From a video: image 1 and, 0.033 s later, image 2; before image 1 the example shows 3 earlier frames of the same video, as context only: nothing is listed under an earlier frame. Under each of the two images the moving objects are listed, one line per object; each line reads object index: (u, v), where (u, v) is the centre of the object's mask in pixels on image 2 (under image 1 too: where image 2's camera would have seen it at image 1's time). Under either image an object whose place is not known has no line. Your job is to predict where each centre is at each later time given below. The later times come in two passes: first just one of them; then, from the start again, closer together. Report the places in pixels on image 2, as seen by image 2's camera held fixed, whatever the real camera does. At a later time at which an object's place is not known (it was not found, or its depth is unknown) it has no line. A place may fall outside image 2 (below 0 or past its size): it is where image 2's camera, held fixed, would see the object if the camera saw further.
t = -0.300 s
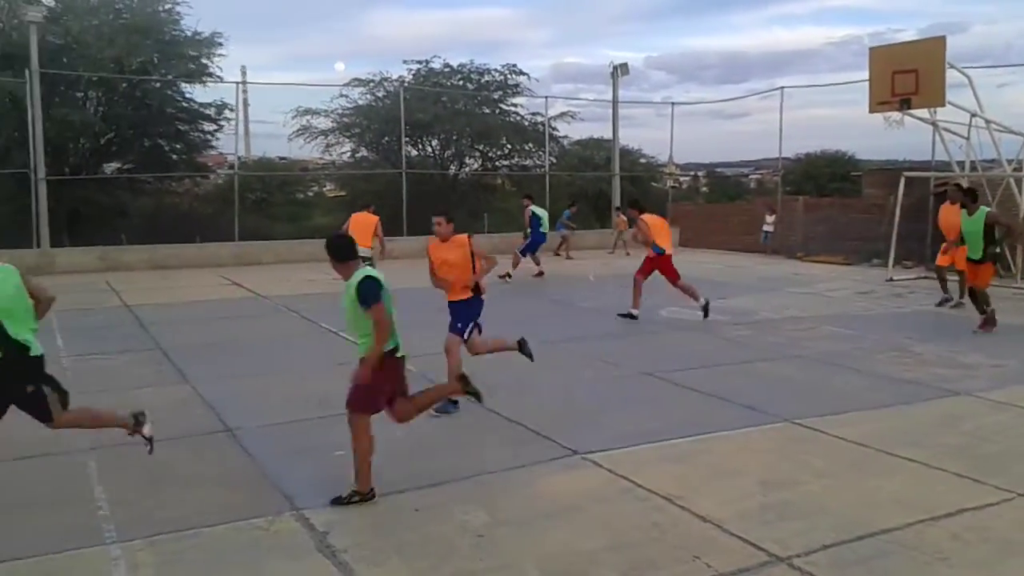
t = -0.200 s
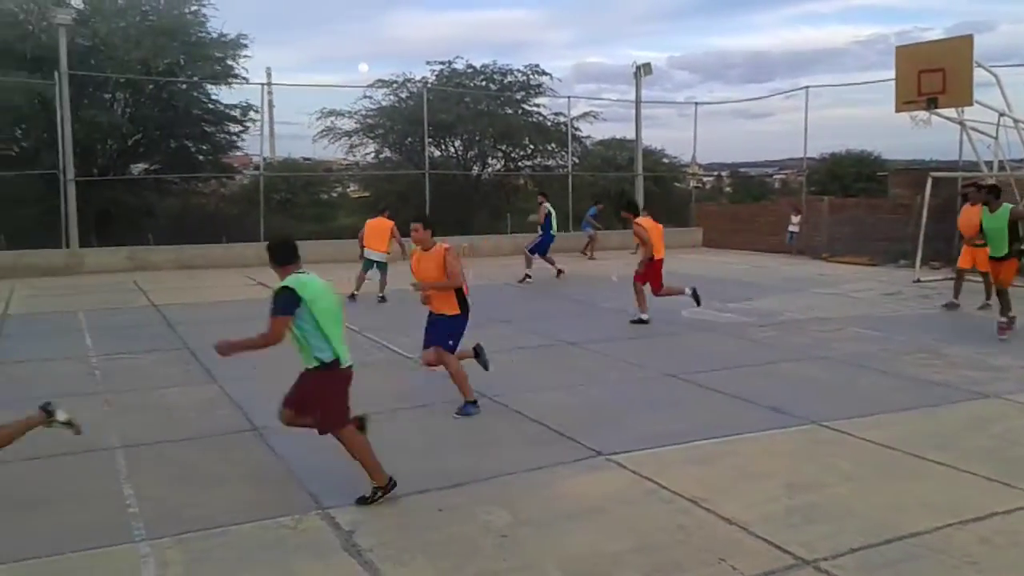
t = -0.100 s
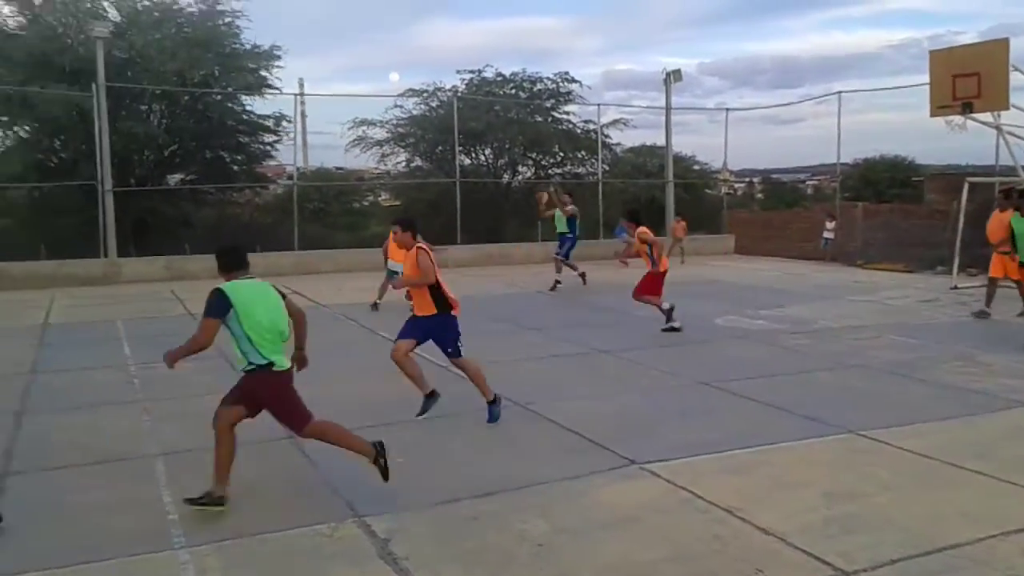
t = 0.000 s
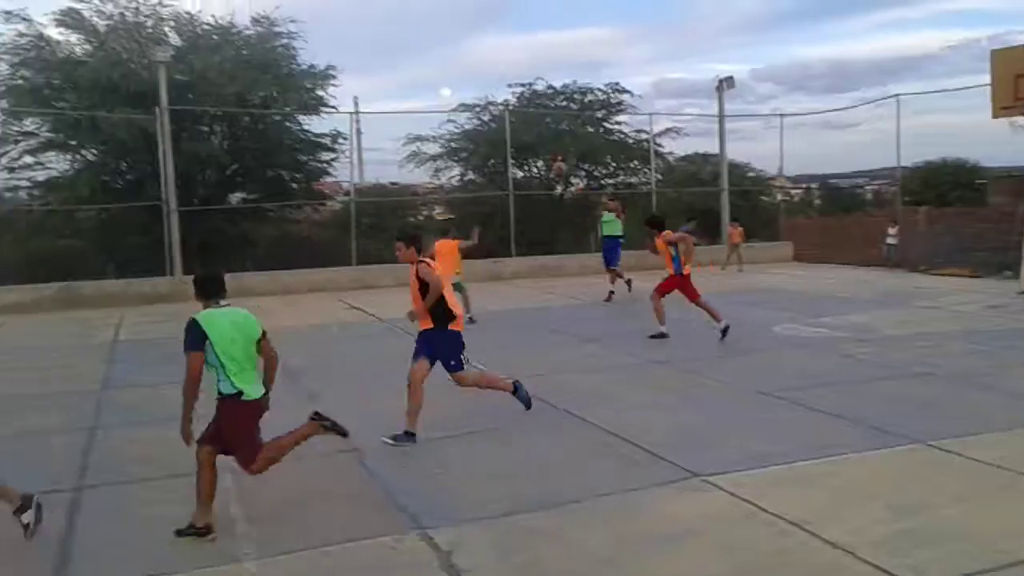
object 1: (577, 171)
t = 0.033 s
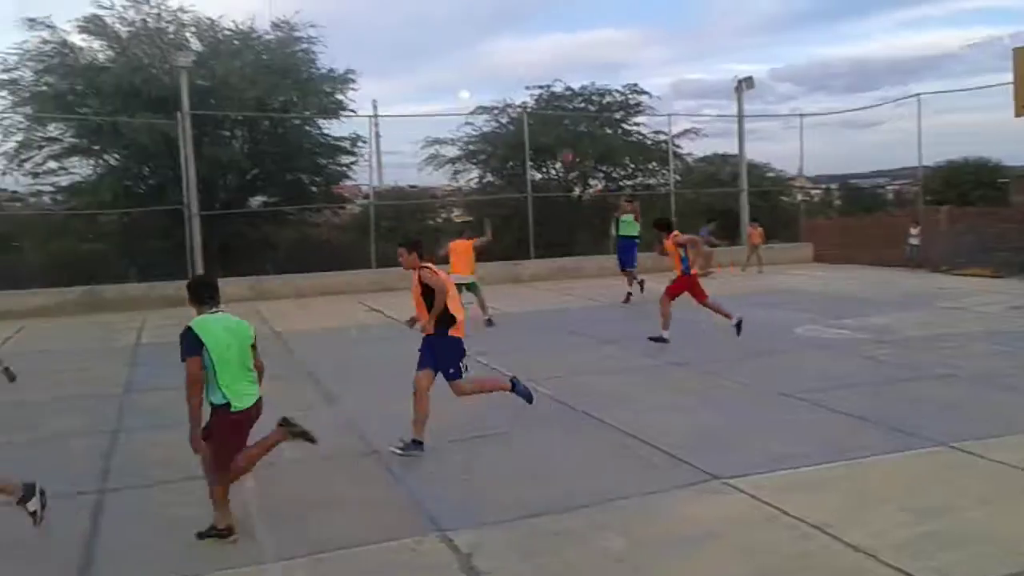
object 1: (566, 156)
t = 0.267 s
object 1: (461, 68)
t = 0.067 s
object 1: (551, 143)
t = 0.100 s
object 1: (538, 132)
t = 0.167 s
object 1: (508, 106)
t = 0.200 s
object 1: (493, 94)
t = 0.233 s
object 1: (477, 81)
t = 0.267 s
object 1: (461, 68)
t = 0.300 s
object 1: (443, 56)
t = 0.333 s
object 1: (425, 44)
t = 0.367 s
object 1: (406, 31)
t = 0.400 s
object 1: (387, 18)
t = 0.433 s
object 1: (368, 7)
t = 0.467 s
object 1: (347, -5)
